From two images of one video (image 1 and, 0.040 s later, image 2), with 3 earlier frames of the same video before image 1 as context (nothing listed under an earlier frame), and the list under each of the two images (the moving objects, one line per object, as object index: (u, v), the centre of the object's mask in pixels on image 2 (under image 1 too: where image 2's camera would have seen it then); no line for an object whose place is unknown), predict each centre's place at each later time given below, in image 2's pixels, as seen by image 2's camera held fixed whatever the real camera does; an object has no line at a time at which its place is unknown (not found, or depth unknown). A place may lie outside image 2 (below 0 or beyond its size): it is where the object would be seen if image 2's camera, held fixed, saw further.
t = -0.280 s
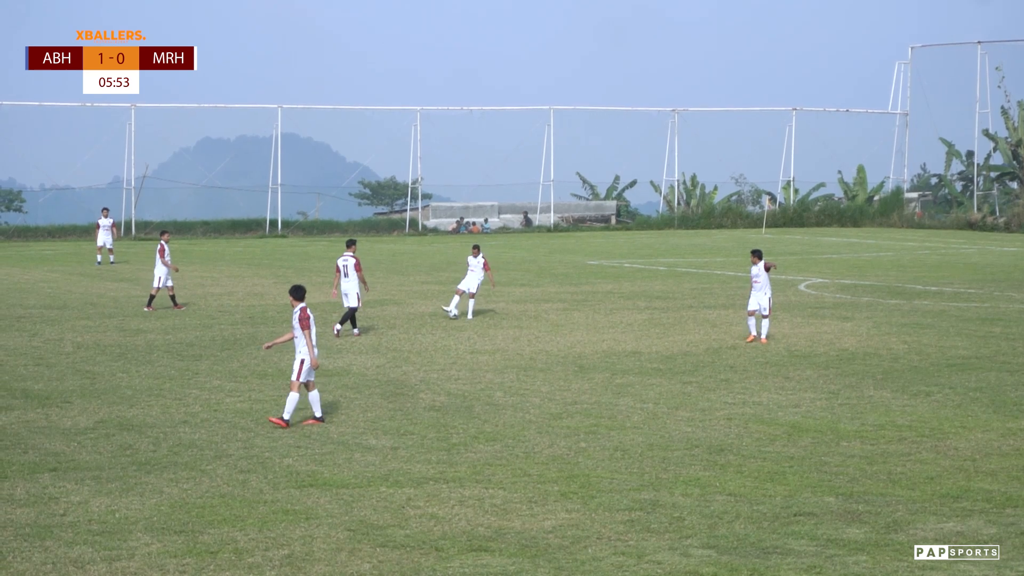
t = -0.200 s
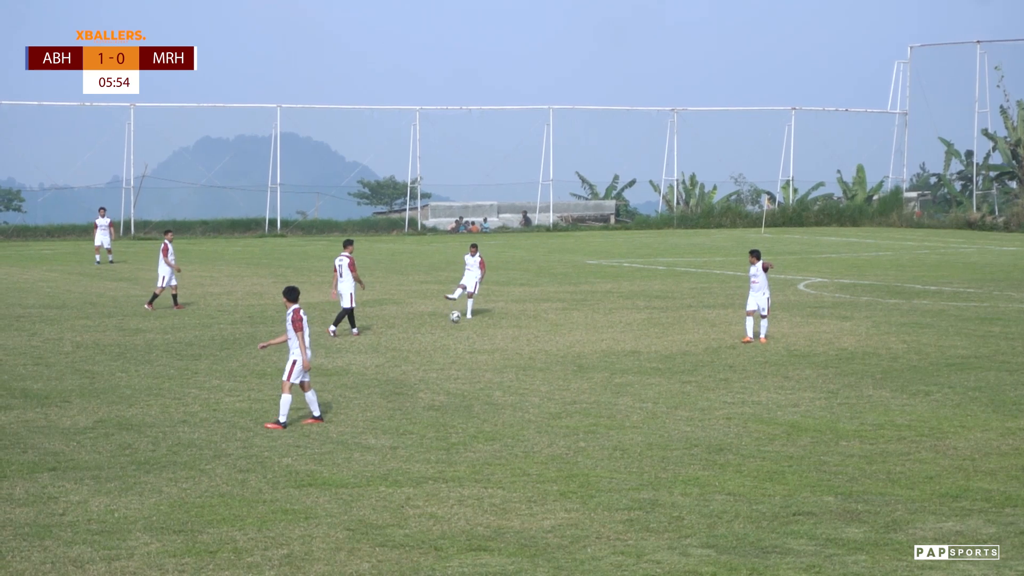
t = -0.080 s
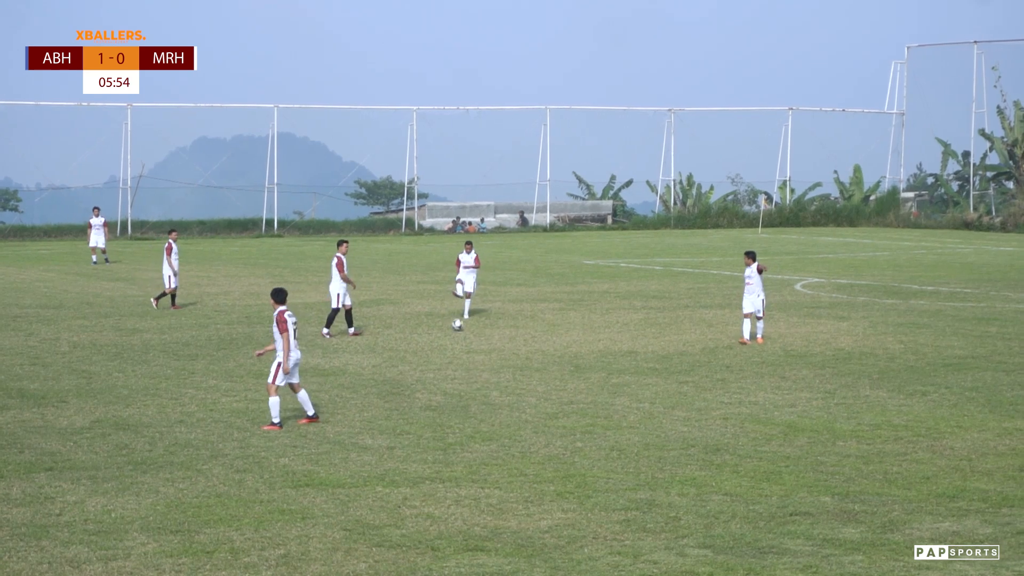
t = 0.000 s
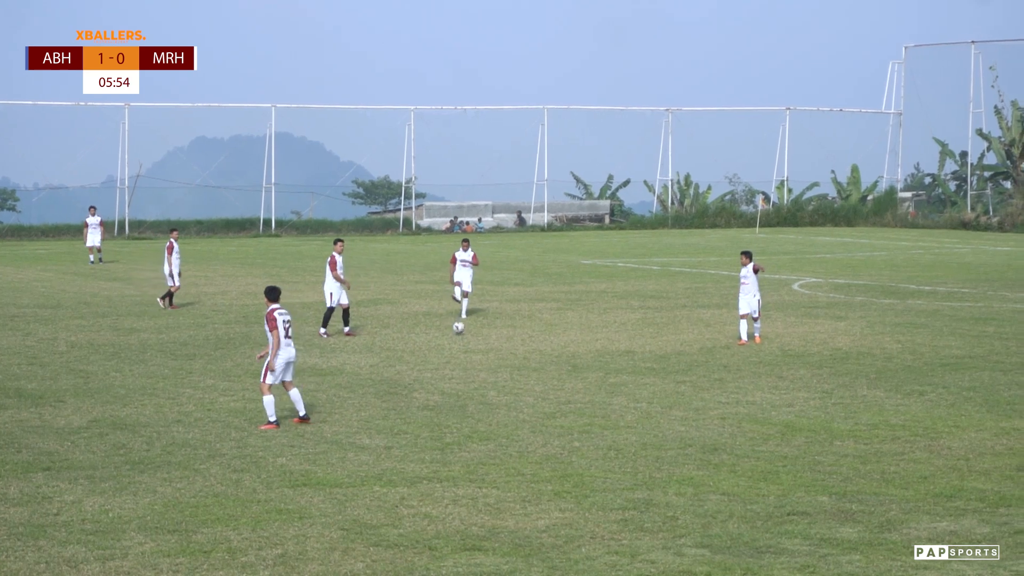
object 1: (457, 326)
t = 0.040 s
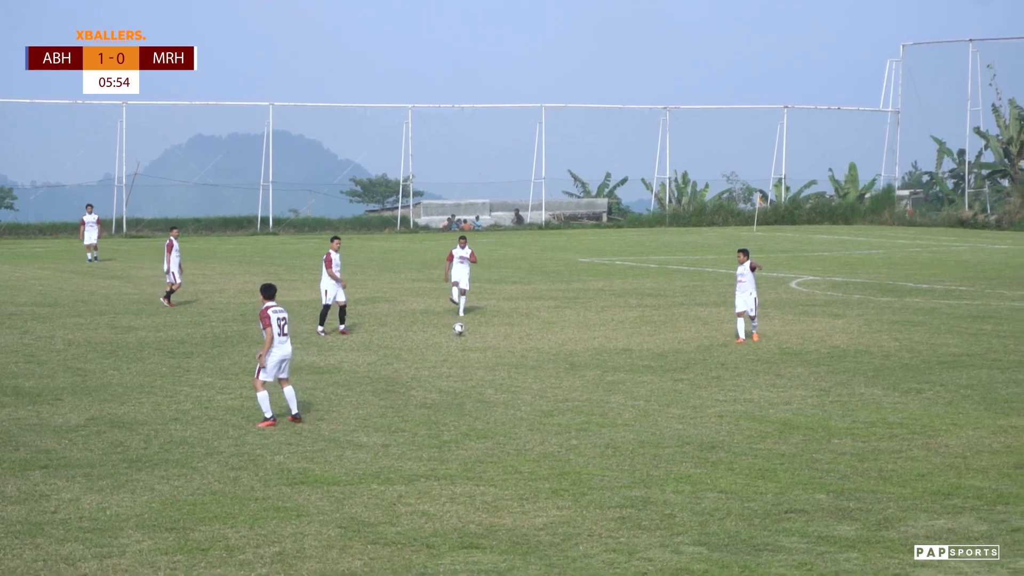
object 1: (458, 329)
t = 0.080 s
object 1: (461, 331)
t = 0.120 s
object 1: (463, 331)
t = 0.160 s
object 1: (465, 328)
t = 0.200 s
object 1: (467, 326)
